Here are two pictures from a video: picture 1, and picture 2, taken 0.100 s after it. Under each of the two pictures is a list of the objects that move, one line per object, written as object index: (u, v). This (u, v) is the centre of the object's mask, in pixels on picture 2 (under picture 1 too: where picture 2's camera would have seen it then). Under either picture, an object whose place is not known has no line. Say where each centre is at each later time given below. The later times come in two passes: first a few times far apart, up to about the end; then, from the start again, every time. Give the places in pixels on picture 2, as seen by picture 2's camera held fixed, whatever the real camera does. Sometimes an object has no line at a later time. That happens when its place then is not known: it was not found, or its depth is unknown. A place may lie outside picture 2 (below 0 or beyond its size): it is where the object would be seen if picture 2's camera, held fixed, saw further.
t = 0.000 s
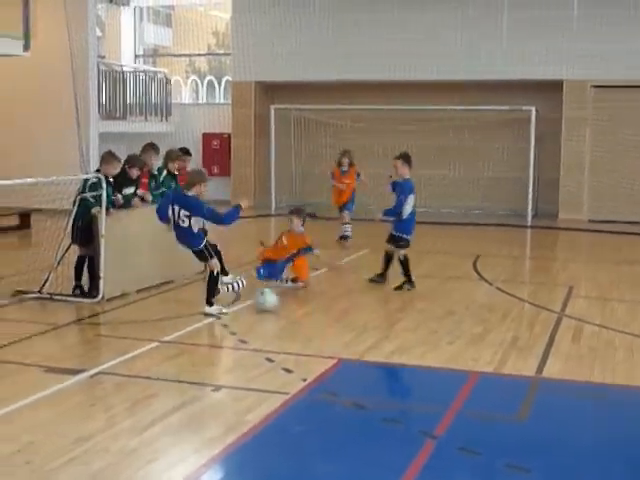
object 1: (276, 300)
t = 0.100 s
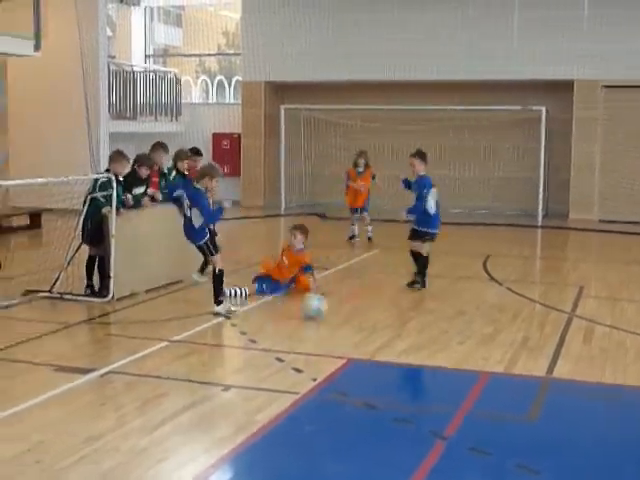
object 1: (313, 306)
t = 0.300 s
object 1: (387, 319)
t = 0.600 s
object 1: (483, 348)
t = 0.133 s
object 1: (328, 309)
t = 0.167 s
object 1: (340, 312)
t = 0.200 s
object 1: (351, 313)
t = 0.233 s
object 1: (363, 316)
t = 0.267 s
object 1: (375, 317)
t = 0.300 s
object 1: (387, 319)
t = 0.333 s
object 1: (397, 325)
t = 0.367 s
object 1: (408, 326)
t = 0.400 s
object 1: (418, 328)
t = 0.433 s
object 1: (428, 331)
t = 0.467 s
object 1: (440, 335)
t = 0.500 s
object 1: (449, 337)
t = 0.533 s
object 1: (460, 339)
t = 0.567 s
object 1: (471, 343)
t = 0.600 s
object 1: (483, 348)
